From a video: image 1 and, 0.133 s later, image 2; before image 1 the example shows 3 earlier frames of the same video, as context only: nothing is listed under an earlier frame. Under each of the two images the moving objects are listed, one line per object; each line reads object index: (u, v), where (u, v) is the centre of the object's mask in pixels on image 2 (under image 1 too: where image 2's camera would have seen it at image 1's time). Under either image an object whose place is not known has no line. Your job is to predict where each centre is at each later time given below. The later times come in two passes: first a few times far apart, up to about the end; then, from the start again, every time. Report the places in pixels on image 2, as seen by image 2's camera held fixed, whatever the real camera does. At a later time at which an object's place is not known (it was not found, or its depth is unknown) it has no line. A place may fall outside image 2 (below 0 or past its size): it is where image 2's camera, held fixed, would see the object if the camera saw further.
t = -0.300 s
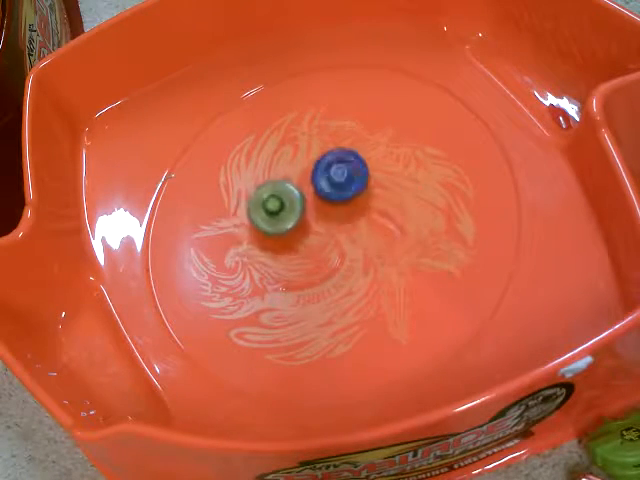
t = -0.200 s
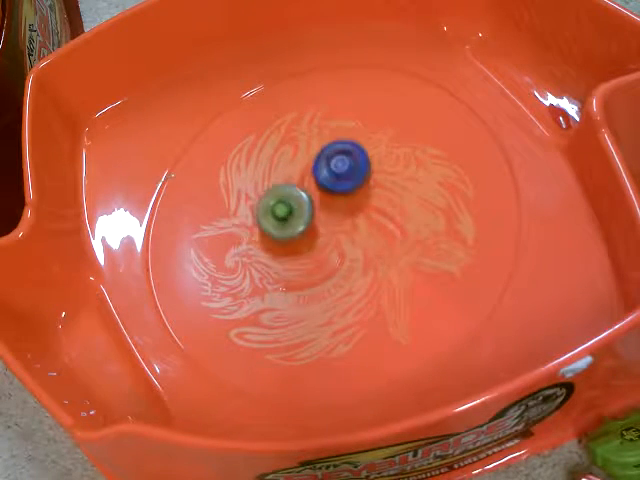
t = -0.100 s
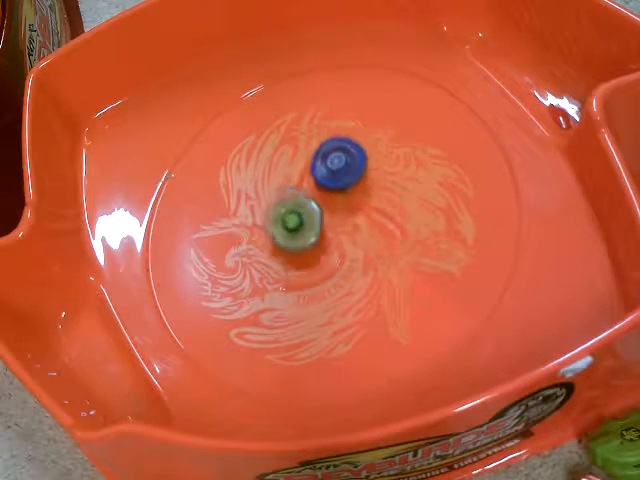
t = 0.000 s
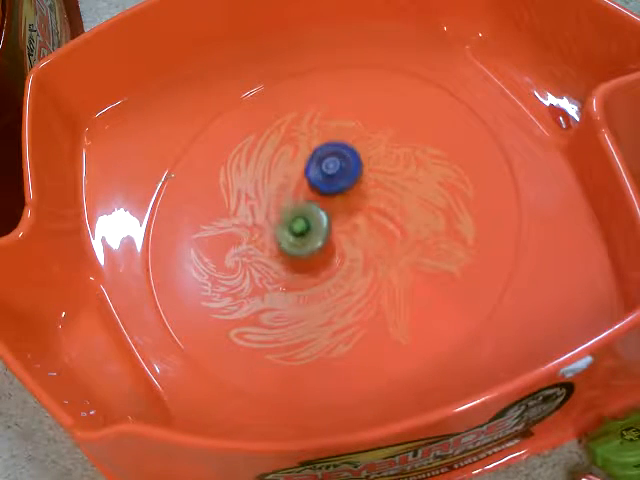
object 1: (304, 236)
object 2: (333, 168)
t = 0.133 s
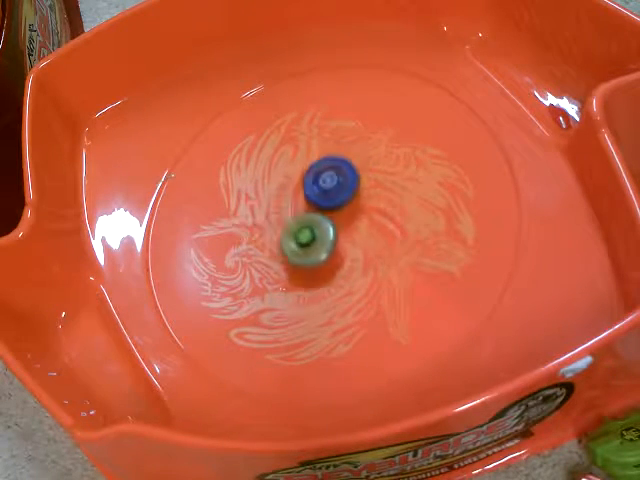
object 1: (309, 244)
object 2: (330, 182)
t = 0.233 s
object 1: (306, 261)
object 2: (332, 188)
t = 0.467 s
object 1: (295, 272)
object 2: (337, 209)
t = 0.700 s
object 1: (285, 271)
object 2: (340, 231)
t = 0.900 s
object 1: (269, 263)
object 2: (373, 229)
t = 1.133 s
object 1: (293, 248)
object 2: (387, 239)
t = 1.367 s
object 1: (317, 241)
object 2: (383, 247)
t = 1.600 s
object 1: (326, 239)
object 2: (385, 252)
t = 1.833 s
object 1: (312, 243)
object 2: (395, 254)
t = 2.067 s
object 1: (308, 231)
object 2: (389, 240)
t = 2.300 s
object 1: (318, 219)
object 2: (387, 221)
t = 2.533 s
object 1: (325, 218)
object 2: (396, 220)
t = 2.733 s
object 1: (320, 221)
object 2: (392, 219)
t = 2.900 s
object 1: (316, 225)
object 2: (376, 217)
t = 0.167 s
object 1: (309, 251)
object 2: (330, 186)
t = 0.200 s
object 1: (307, 259)
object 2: (331, 186)
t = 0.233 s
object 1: (306, 261)
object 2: (332, 188)
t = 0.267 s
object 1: (304, 261)
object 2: (334, 191)
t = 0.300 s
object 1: (303, 263)
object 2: (334, 193)
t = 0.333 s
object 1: (302, 266)
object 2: (335, 196)
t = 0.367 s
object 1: (300, 268)
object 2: (335, 199)
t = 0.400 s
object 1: (298, 270)
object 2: (335, 202)
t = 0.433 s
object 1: (297, 272)
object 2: (336, 206)
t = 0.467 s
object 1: (295, 272)
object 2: (337, 209)
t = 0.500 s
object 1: (292, 274)
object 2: (337, 212)
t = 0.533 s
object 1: (291, 273)
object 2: (337, 214)
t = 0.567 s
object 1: (289, 274)
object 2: (337, 218)
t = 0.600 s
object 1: (287, 274)
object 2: (338, 223)
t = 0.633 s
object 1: (287, 275)
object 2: (338, 225)
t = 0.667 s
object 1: (286, 273)
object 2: (339, 228)
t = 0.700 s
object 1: (285, 271)
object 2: (340, 231)
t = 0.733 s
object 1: (276, 272)
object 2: (350, 230)
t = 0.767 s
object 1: (270, 271)
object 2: (360, 229)
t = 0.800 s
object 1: (267, 269)
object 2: (365, 230)
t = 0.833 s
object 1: (266, 266)
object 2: (369, 230)
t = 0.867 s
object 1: (268, 264)
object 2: (371, 230)
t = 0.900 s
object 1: (269, 263)
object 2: (373, 229)
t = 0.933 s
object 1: (271, 261)
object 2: (377, 231)
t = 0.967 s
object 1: (273, 259)
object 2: (379, 233)
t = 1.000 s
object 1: (276, 256)
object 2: (381, 233)
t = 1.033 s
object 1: (281, 254)
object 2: (384, 236)
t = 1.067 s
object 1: (284, 252)
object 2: (385, 237)
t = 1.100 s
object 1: (289, 250)
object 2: (386, 238)
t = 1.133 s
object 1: (293, 248)
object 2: (387, 239)
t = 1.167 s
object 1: (299, 247)
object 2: (386, 240)
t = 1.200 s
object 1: (303, 245)
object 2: (385, 241)
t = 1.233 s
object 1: (308, 245)
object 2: (384, 241)
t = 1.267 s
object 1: (313, 244)
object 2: (382, 241)
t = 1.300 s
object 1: (317, 243)
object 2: (380, 242)
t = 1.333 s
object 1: (317, 243)
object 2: (382, 245)
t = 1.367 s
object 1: (317, 241)
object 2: (383, 247)
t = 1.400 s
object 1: (319, 240)
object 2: (383, 248)
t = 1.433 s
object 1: (322, 240)
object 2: (383, 247)
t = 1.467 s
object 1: (324, 240)
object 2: (383, 248)
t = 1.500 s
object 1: (324, 240)
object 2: (385, 250)
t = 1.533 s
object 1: (324, 240)
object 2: (387, 251)
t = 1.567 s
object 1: (326, 239)
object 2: (386, 252)
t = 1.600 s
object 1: (326, 239)
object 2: (385, 252)
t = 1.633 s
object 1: (326, 240)
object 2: (387, 252)
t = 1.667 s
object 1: (321, 240)
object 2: (393, 255)
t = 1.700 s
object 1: (318, 243)
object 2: (395, 257)
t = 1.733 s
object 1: (316, 243)
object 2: (395, 257)
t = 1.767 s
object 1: (315, 243)
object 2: (394, 256)
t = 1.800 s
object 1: (313, 243)
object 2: (394, 255)
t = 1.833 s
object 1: (312, 243)
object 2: (395, 254)
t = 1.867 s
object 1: (310, 242)
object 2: (395, 254)
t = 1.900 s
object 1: (309, 240)
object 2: (394, 254)
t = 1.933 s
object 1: (308, 239)
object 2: (391, 252)
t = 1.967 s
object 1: (308, 237)
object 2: (389, 249)
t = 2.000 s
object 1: (307, 235)
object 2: (387, 245)
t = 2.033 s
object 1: (308, 234)
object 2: (388, 242)
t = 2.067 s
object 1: (308, 231)
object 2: (389, 240)
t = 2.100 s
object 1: (308, 226)
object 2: (390, 237)
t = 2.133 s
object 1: (310, 227)
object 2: (387, 234)
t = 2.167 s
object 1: (311, 225)
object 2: (387, 231)
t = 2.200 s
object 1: (312, 223)
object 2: (388, 228)
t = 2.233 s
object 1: (314, 221)
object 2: (388, 226)
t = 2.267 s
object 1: (316, 220)
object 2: (389, 223)
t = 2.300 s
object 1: (318, 219)
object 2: (387, 221)
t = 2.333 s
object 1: (320, 218)
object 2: (388, 218)
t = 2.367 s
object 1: (322, 218)
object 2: (389, 216)
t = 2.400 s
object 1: (324, 218)
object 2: (391, 215)
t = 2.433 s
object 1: (326, 218)
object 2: (392, 214)
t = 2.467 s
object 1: (326, 218)
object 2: (392, 215)
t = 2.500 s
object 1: (328, 218)
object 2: (391, 217)
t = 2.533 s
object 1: (325, 218)
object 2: (396, 220)
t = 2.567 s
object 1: (323, 218)
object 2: (400, 222)
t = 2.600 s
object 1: (322, 218)
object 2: (402, 221)
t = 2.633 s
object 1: (322, 218)
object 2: (401, 220)
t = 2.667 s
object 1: (321, 218)
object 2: (399, 220)
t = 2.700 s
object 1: (321, 220)
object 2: (396, 220)
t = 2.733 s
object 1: (320, 221)
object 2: (392, 219)
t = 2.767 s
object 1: (319, 223)
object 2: (386, 218)
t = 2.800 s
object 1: (318, 223)
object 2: (382, 216)
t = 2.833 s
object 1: (318, 224)
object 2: (379, 215)
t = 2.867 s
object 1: (317, 224)
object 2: (377, 215)
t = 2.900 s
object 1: (316, 225)
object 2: (376, 217)
